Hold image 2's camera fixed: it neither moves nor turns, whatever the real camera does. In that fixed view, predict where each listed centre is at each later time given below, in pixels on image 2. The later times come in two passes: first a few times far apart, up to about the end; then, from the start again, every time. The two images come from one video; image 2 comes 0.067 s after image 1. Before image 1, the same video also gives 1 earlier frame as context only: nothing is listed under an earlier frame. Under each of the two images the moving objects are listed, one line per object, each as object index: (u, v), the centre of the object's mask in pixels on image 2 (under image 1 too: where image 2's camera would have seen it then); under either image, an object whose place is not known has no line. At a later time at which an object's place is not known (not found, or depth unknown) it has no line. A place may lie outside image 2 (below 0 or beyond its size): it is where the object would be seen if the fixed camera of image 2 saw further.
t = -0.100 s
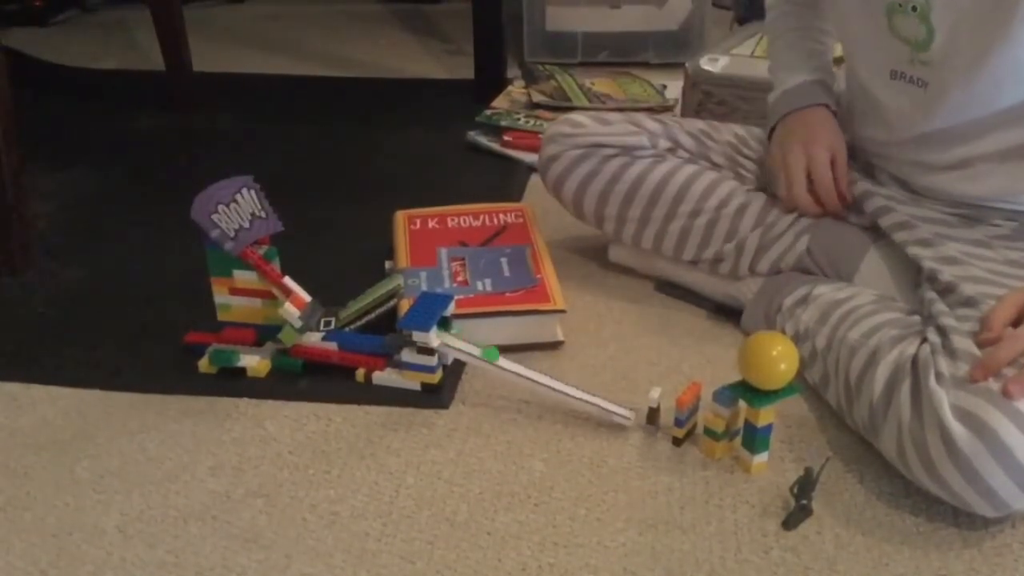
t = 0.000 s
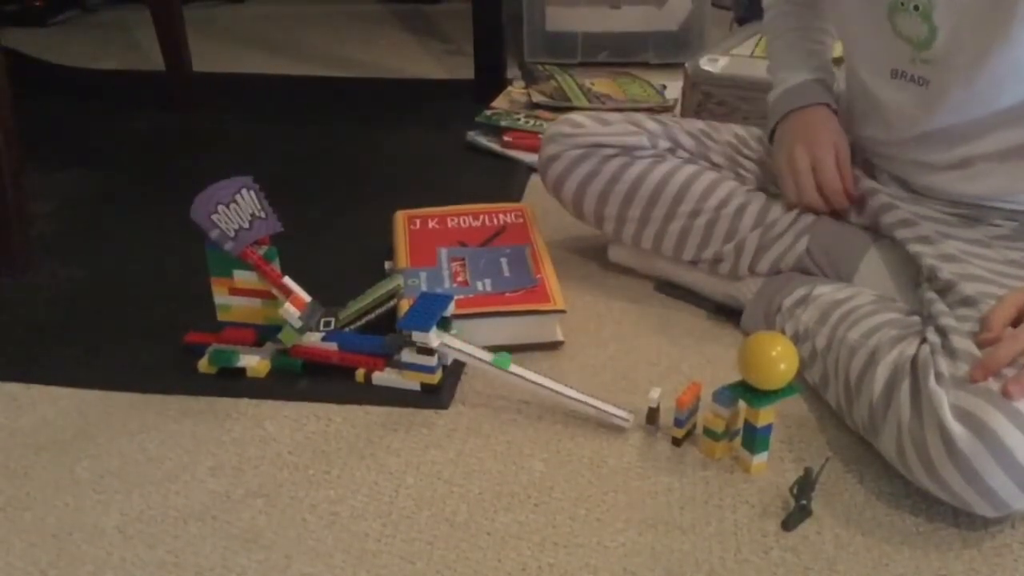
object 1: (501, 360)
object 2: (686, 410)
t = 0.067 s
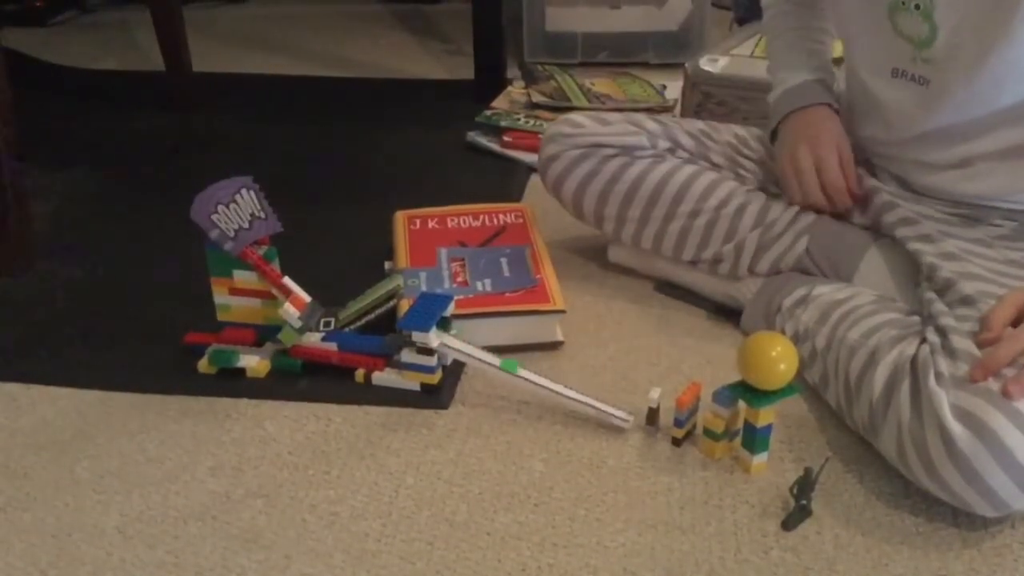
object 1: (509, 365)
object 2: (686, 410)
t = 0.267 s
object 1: (536, 378)
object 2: (686, 410)
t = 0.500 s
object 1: (573, 394)
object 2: (686, 410)
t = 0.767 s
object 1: (622, 417)
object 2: (686, 409)
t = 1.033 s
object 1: (658, 433)
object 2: (686, 409)
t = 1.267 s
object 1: (664, 438)
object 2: (688, 410)
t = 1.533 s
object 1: (669, 442)
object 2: (692, 410)
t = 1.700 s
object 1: (674, 448)
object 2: (696, 412)
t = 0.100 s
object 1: (514, 367)
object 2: (686, 410)
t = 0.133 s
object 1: (517, 368)
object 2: (686, 410)
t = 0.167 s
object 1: (521, 371)
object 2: (686, 410)
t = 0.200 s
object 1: (526, 373)
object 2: (686, 410)
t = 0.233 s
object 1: (531, 375)
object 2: (686, 410)
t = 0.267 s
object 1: (536, 378)
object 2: (686, 410)
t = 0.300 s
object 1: (540, 380)
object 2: (686, 410)
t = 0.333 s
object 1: (546, 382)
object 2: (686, 410)
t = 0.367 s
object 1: (551, 384)
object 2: (686, 410)
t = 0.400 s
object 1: (557, 387)
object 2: (686, 409)
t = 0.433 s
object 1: (561, 389)
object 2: (686, 410)
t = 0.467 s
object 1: (567, 391)
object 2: (686, 410)
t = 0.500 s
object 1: (573, 394)
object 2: (686, 410)
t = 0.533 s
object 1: (578, 396)
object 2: (686, 410)
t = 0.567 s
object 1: (586, 399)
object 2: (686, 410)
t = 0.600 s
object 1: (591, 401)
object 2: (686, 410)
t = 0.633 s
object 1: (597, 402)
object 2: (686, 409)
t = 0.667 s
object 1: (602, 406)
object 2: (686, 409)
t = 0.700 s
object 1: (608, 410)
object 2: (686, 409)
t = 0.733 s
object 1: (614, 414)
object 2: (686, 409)
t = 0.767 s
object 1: (622, 417)
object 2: (686, 409)
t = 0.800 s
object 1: (628, 422)
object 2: (686, 409)
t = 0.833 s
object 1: (634, 426)
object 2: (686, 409)
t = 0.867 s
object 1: (640, 428)
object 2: (686, 409)
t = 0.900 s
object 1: (642, 428)
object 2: (686, 410)
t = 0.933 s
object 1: (645, 429)
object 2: (686, 409)
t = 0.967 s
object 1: (652, 431)
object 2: (686, 409)
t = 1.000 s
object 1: (654, 433)
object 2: (686, 409)
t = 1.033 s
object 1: (658, 433)
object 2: (686, 409)
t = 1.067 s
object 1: (660, 434)
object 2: (686, 409)
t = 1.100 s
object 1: (662, 436)
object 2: (686, 409)
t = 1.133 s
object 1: (662, 436)
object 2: (687, 409)
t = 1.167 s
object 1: (663, 436)
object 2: (687, 409)
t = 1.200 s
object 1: (663, 436)
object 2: (687, 409)
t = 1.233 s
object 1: (664, 437)
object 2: (688, 410)
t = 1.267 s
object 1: (664, 438)
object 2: (688, 410)
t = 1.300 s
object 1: (665, 438)
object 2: (688, 409)
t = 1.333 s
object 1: (666, 439)
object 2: (689, 409)
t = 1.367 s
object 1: (667, 439)
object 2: (689, 409)
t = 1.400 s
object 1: (667, 440)
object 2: (690, 410)
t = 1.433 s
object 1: (667, 440)
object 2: (690, 410)
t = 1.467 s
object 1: (668, 441)
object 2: (691, 409)
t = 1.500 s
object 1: (668, 441)
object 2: (692, 409)
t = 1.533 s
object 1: (669, 442)
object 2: (692, 410)
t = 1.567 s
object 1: (671, 445)
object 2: (693, 410)
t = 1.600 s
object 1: (673, 446)
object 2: (694, 411)
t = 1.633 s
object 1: (674, 448)
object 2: (694, 411)
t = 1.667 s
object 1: (674, 448)
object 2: (695, 411)
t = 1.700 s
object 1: (674, 448)
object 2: (696, 412)
